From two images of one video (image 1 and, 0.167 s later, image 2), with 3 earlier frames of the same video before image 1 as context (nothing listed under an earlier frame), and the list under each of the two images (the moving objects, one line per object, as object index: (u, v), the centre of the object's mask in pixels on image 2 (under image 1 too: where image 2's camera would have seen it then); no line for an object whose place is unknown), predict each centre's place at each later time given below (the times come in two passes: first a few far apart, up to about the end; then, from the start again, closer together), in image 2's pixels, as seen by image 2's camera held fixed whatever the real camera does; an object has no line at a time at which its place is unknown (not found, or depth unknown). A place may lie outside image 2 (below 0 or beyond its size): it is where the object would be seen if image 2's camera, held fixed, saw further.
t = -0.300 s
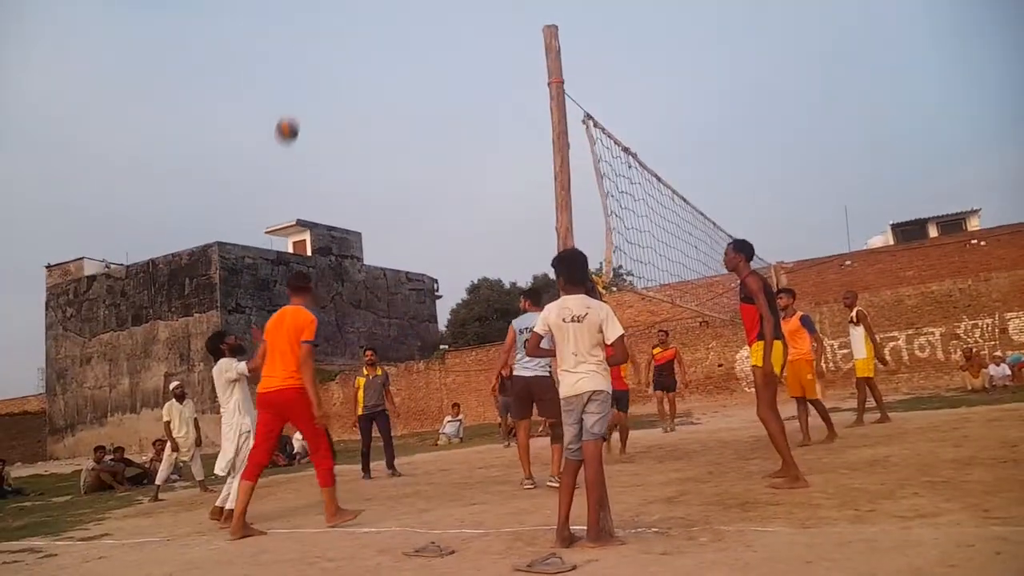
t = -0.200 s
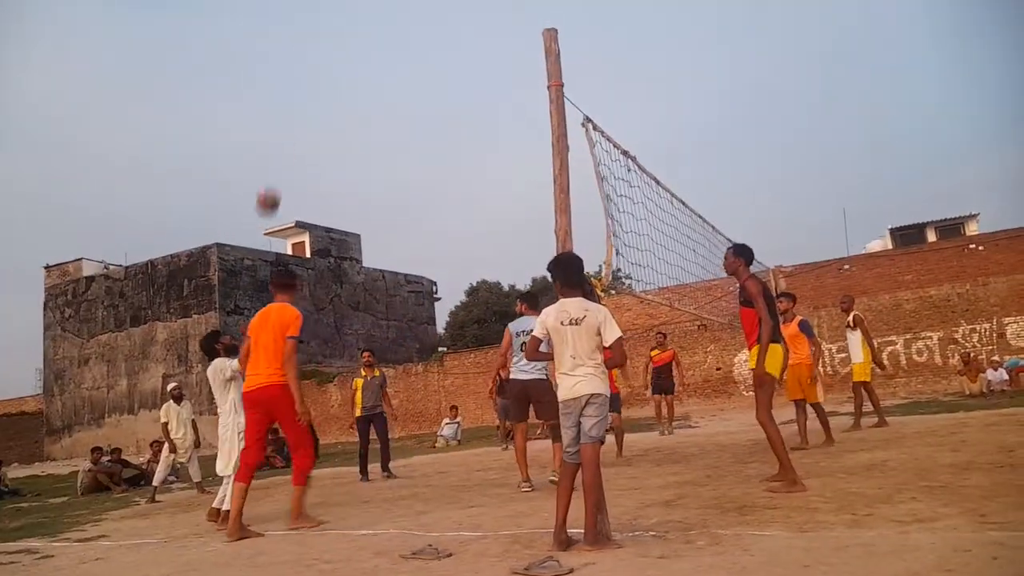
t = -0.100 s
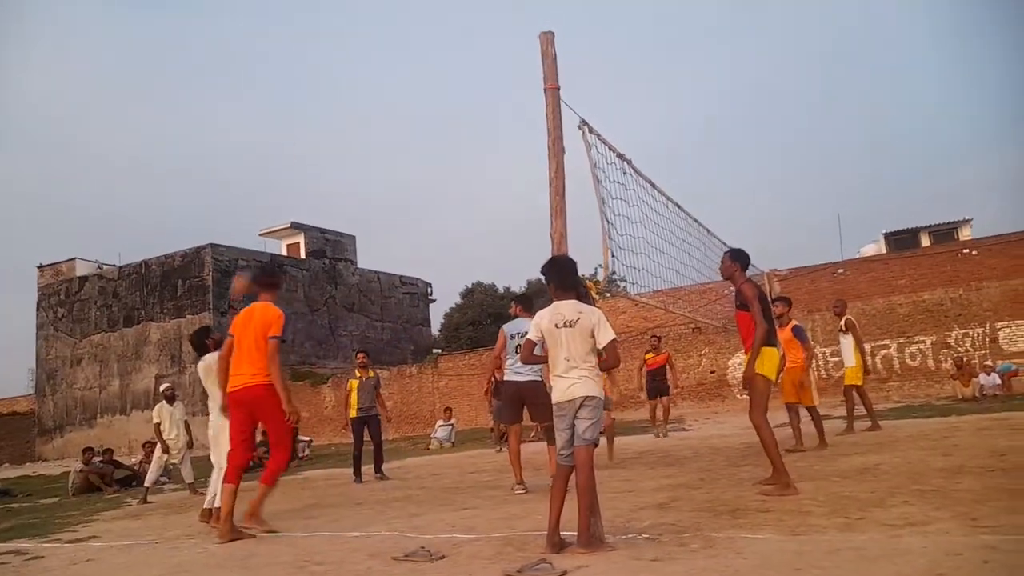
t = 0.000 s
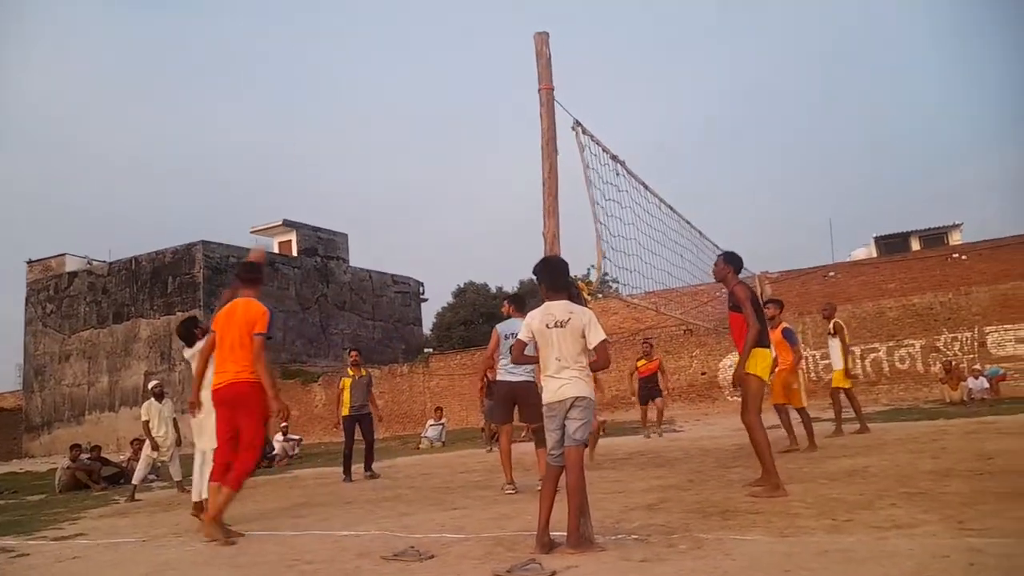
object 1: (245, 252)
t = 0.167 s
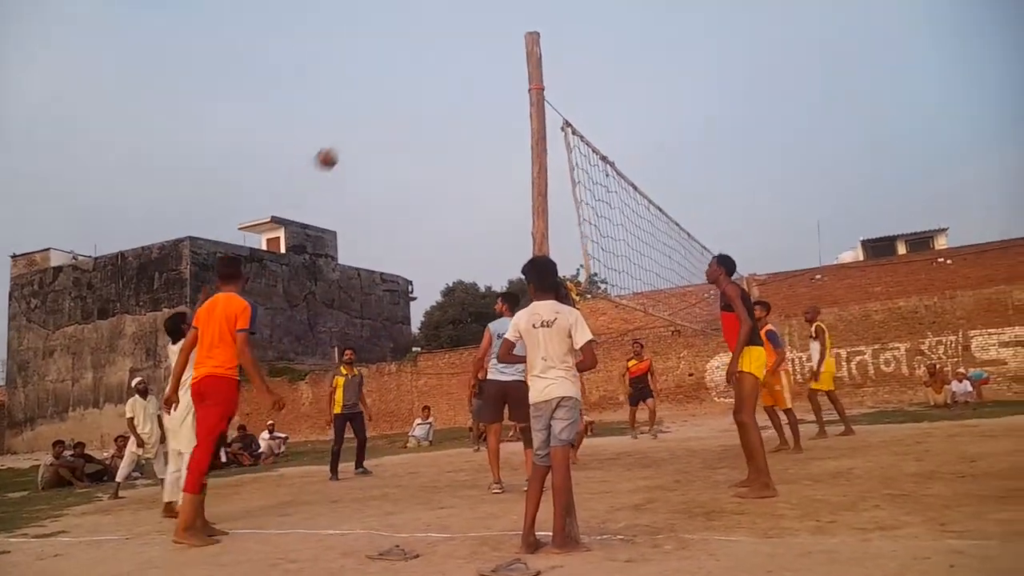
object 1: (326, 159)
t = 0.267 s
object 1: (369, 122)
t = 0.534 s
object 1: (463, 78)
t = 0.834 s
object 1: (552, 101)
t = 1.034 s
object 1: (601, 145)
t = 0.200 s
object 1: (341, 145)
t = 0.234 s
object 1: (355, 133)
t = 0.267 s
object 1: (369, 122)
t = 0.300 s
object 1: (382, 112)
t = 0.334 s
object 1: (394, 104)
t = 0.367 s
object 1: (406, 98)
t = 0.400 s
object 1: (418, 92)
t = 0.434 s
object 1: (429, 87)
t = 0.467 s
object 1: (440, 83)
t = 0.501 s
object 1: (451, 80)
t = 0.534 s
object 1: (463, 78)
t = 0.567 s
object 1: (473, 77)
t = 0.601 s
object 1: (484, 77)
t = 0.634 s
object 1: (494, 78)
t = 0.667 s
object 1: (503, 80)
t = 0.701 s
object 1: (512, 83)
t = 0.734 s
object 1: (522, 87)
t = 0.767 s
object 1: (528, 91)
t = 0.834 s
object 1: (552, 101)
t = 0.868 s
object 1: (559, 107)
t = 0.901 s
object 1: (567, 113)
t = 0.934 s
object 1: (574, 120)
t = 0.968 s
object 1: (584, 128)
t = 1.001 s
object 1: (592, 137)
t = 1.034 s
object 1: (601, 145)
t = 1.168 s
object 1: (630, 190)
